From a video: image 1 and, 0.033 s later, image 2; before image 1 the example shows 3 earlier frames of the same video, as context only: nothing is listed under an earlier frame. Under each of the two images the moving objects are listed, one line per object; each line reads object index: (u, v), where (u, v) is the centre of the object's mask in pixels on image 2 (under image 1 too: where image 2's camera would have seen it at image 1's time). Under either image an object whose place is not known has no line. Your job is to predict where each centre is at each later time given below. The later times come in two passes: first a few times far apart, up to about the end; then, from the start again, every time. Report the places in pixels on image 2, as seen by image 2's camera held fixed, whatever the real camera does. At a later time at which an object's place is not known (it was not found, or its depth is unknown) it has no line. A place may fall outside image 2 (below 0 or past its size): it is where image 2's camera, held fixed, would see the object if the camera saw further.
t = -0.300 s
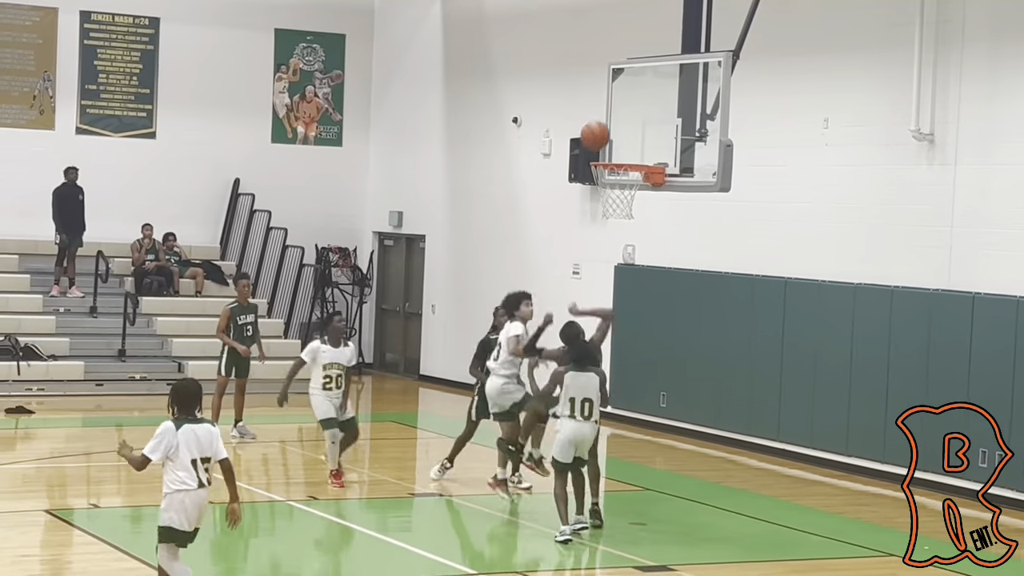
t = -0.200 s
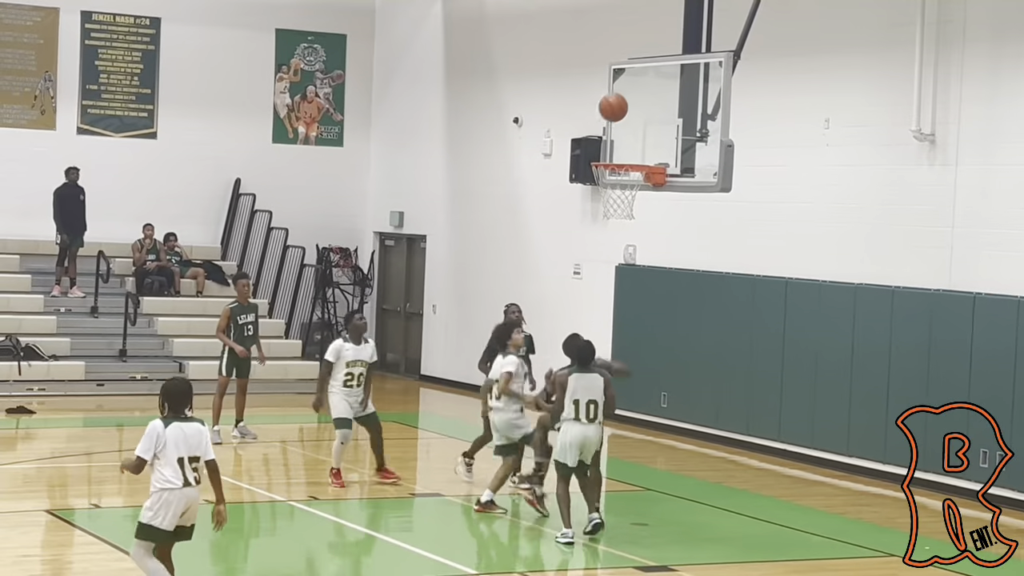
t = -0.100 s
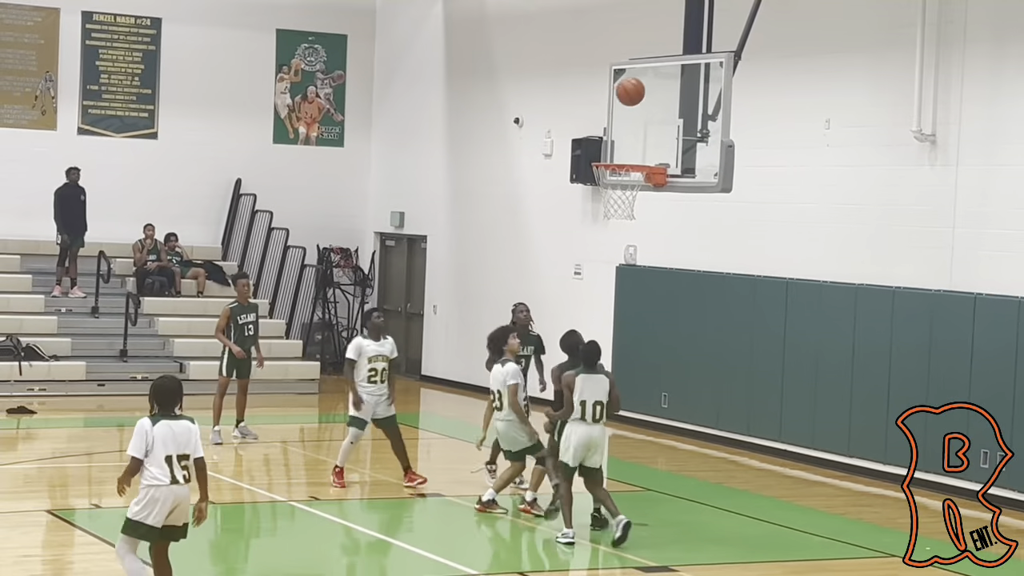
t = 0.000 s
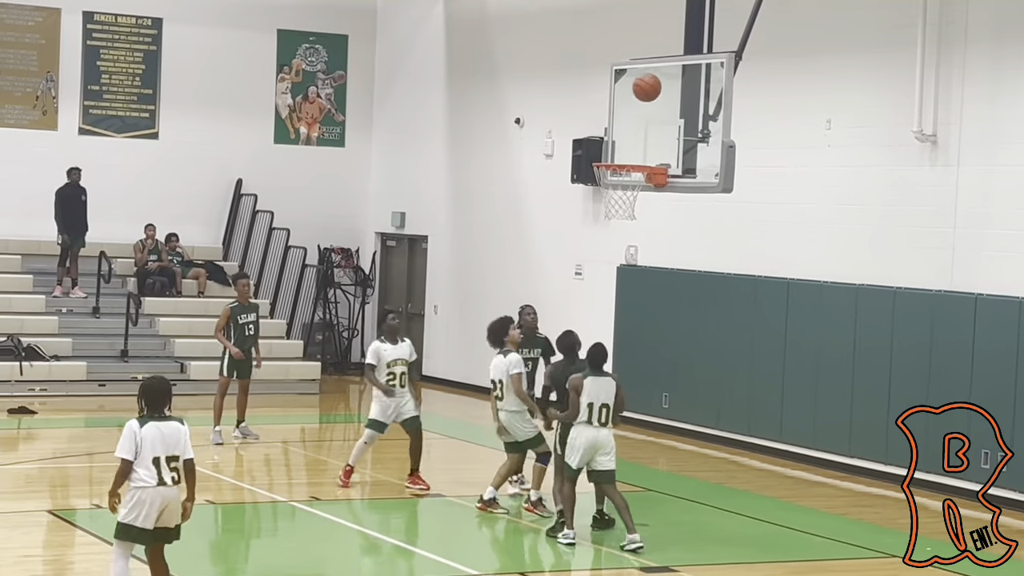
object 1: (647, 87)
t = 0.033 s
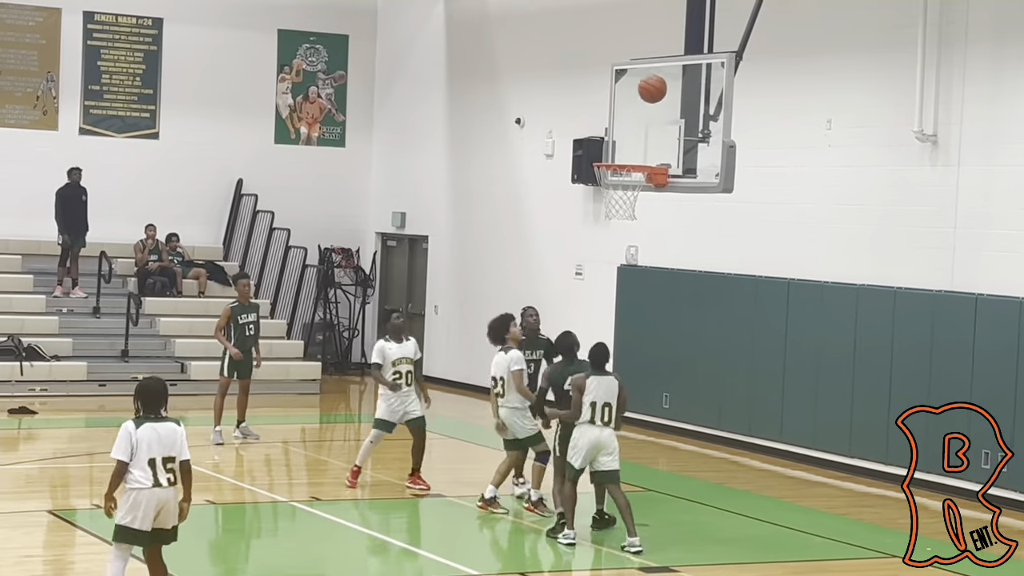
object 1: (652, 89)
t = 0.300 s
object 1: (653, 132)
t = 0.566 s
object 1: (643, 133)
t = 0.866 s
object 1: (640, 193)
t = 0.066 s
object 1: (657, 91)
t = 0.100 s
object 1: (662, 95)
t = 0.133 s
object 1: (667, 100)
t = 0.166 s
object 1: (671, 106)
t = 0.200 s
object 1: (667, 111)
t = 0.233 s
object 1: (662, 117)
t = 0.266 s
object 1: (658, 124)
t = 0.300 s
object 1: (653, 132)
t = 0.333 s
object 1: (648, 142)
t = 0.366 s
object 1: (644, 153)
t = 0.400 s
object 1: (643, 148)
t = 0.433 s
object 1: (643, 142)
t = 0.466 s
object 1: (644, 138)
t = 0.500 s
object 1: (643, 135)
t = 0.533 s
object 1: (643, 134)
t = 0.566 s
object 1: (643, 133)
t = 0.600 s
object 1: (643, 135)
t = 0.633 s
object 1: (643, 137)
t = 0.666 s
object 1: (642, 141)
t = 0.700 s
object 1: (642, 146)
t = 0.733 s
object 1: (641, 152)
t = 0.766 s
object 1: (641, 160)
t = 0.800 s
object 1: (641, 170)
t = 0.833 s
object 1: (641, 180)
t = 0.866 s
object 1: (640, 193)
